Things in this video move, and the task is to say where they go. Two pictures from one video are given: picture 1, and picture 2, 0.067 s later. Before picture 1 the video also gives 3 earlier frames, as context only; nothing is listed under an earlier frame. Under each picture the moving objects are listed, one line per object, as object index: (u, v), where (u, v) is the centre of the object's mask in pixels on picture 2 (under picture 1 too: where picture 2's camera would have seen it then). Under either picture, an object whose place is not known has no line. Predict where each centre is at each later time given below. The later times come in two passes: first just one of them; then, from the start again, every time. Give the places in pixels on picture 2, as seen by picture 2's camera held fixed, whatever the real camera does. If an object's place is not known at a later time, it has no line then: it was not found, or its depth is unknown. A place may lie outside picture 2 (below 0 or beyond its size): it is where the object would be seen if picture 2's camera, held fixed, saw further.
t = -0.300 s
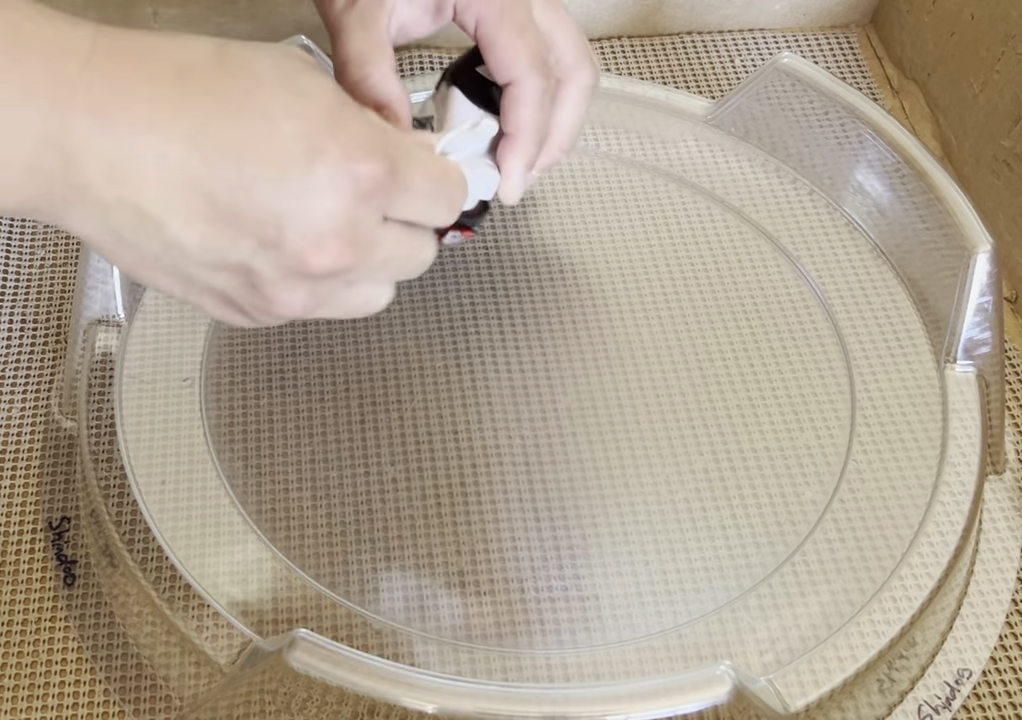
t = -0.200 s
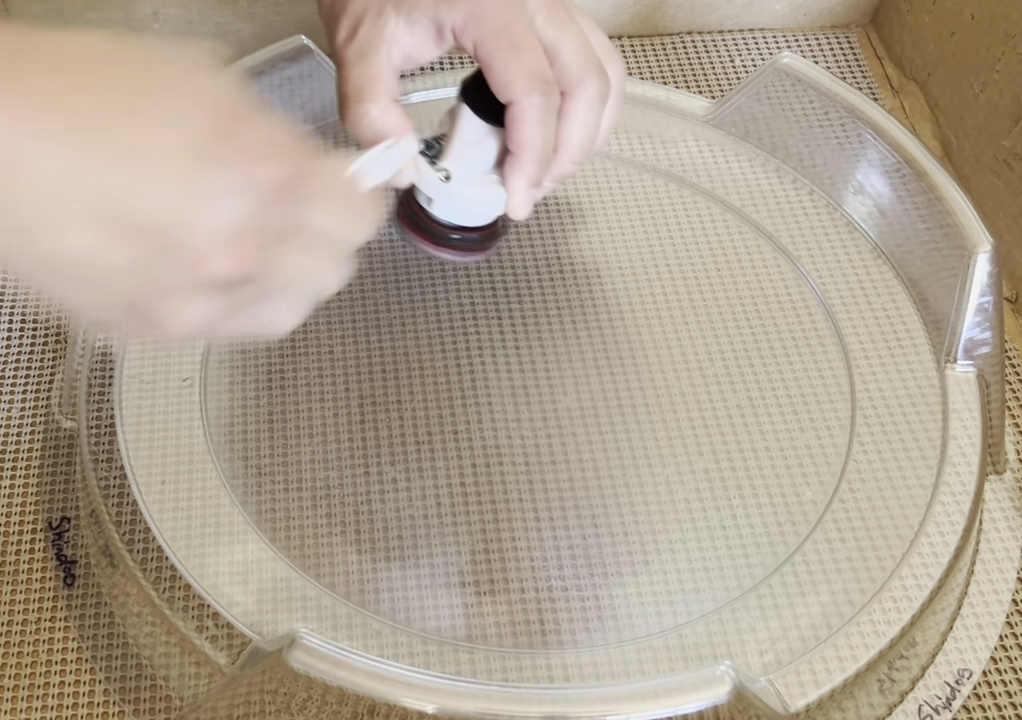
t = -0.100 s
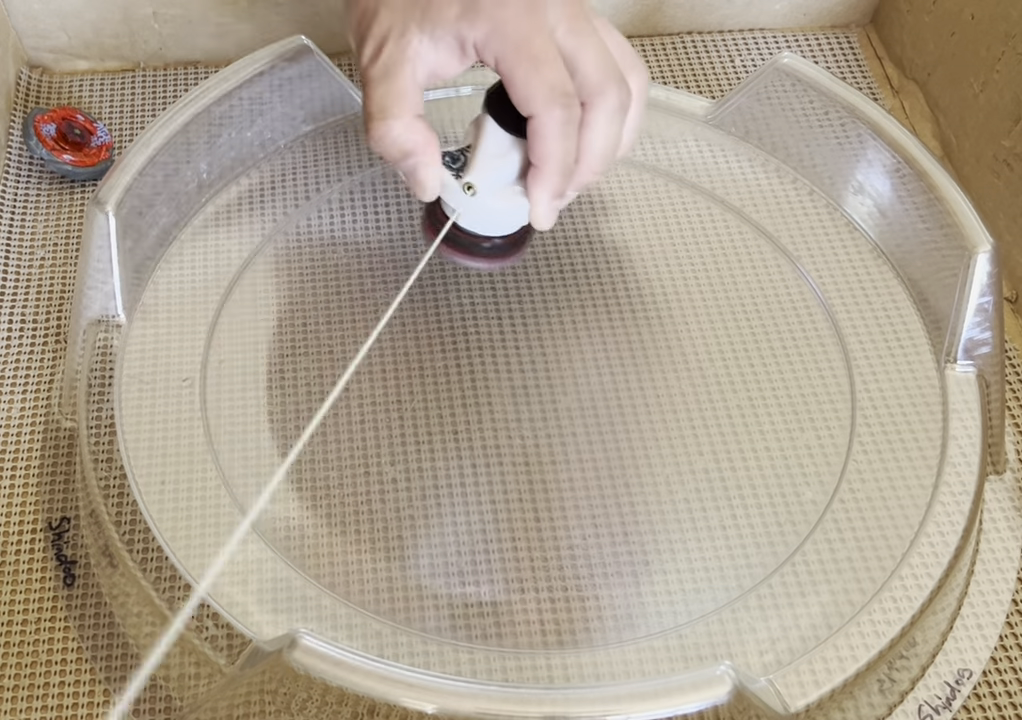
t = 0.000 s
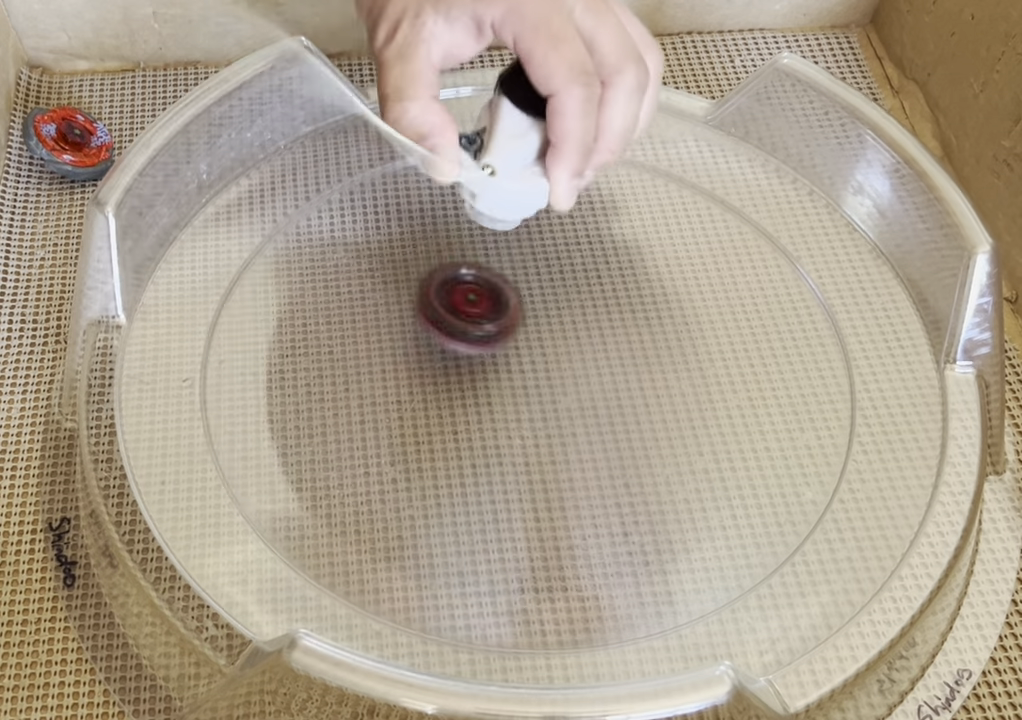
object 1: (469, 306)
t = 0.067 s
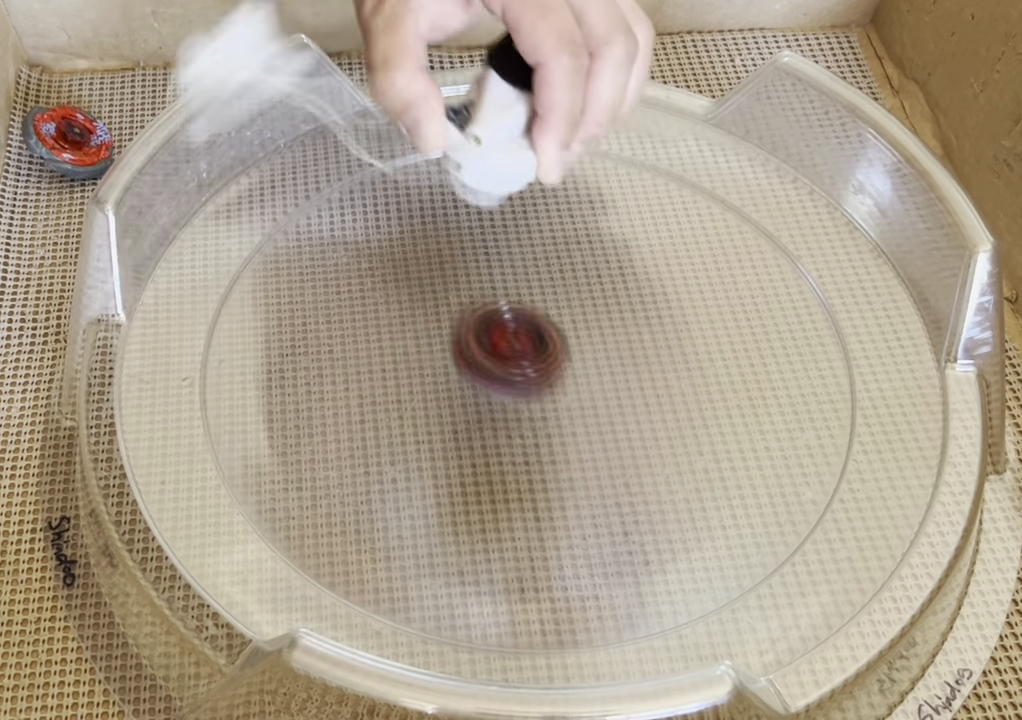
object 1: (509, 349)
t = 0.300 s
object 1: (485, 566)
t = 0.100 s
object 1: (528, 399)
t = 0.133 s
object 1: (540, 431)
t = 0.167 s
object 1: (545, 455)
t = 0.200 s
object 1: (547, 499)
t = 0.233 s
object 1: (536, 523)
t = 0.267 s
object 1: (516, 550)
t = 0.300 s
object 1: (485, 566)
